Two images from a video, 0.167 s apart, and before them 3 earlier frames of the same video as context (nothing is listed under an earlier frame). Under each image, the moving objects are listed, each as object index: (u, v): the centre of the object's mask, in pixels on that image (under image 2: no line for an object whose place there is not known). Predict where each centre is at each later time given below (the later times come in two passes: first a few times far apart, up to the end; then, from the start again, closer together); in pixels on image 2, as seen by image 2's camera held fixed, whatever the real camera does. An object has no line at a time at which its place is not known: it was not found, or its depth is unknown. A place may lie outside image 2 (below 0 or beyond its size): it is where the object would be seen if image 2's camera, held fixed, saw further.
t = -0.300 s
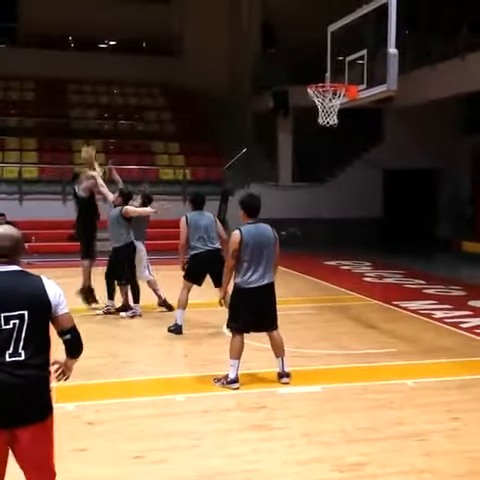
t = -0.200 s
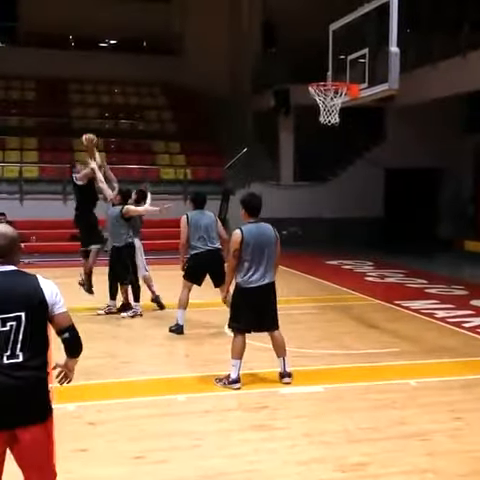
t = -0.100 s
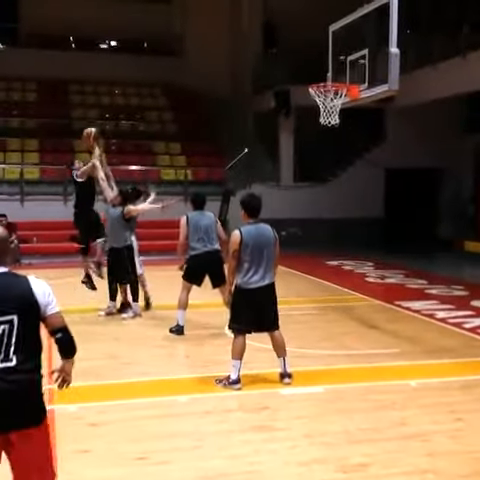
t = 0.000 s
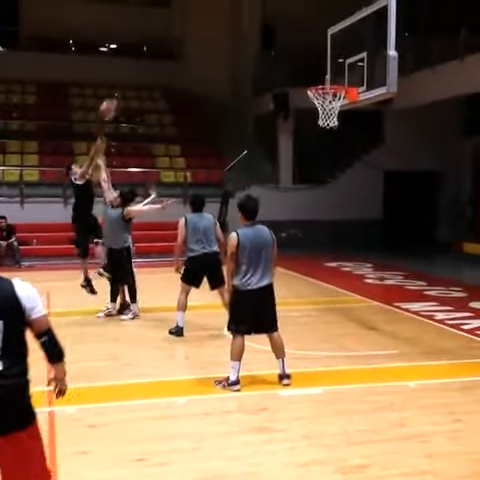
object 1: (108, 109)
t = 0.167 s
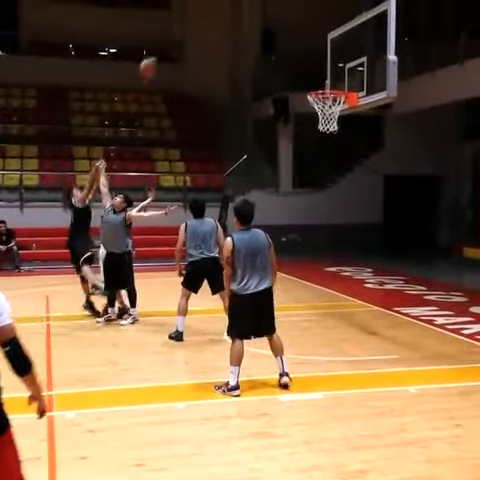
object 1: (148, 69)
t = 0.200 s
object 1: (157, 59)
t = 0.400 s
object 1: (211, 31)
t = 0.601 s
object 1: (266, 29)
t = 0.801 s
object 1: (323, 58)
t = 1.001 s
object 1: (344, 78)
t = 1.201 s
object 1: (318, 87)
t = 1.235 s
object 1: (311, 93)
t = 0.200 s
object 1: (157, 59)
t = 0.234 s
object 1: (166, 53)
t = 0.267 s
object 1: (174, 46)
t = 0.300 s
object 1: (181, 41)
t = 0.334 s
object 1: (191, 39)
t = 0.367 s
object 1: (202, 34)
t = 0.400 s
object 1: (211, 31)
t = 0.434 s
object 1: (219, 28)
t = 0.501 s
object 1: (237, 26)
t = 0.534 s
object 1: (245, 26)
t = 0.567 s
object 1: (253, 28)
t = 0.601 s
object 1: (266, 29)
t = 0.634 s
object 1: (275, 31)
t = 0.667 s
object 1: (284, 34)
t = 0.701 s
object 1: (294, 39)
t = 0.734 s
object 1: (303, 44)
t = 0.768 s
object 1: (313, 51)
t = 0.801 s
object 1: (323, 58)
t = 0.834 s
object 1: (332, 65)
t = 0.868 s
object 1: (342, 74)
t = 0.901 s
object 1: (352, 83)
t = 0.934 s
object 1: (352, 82)
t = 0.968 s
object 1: (348, 80)
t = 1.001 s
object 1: (344, 78)
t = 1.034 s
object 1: (340, 77)
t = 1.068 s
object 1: (335, 77)
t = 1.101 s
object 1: (332, 79)
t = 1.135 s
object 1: (326, 80)
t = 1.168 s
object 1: (322, 83)
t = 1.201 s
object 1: (318, 87)
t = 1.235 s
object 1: (311, 93)
